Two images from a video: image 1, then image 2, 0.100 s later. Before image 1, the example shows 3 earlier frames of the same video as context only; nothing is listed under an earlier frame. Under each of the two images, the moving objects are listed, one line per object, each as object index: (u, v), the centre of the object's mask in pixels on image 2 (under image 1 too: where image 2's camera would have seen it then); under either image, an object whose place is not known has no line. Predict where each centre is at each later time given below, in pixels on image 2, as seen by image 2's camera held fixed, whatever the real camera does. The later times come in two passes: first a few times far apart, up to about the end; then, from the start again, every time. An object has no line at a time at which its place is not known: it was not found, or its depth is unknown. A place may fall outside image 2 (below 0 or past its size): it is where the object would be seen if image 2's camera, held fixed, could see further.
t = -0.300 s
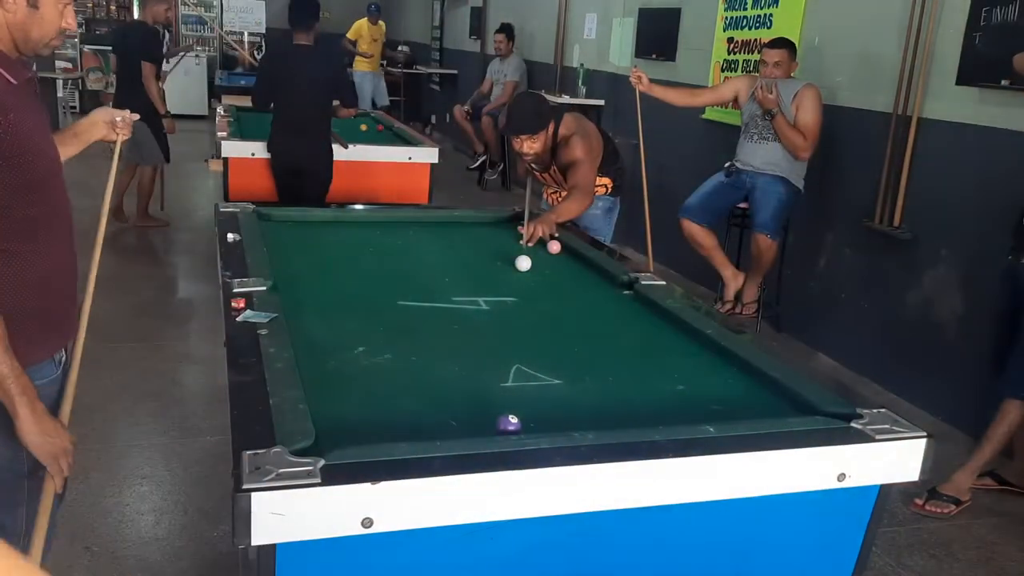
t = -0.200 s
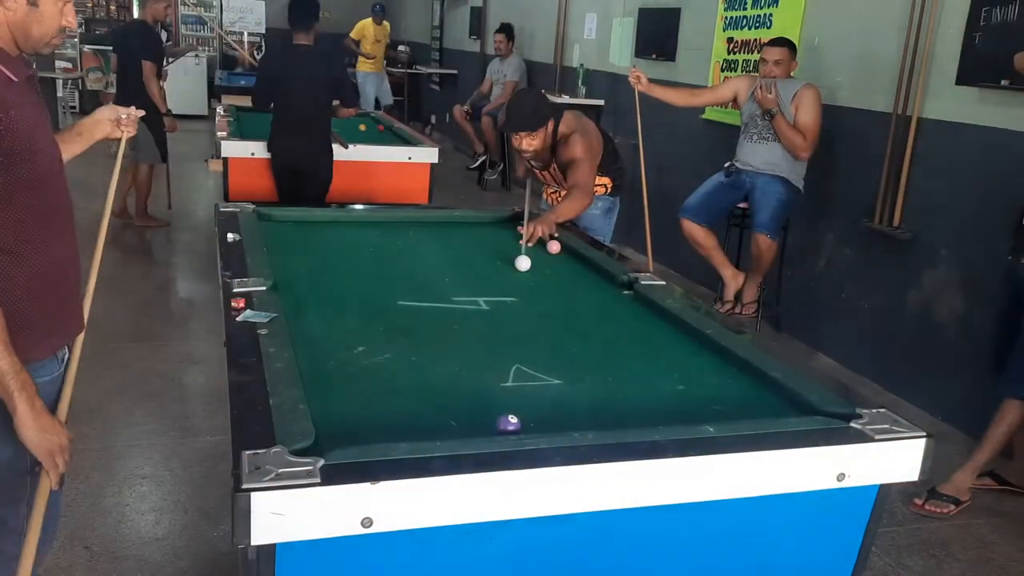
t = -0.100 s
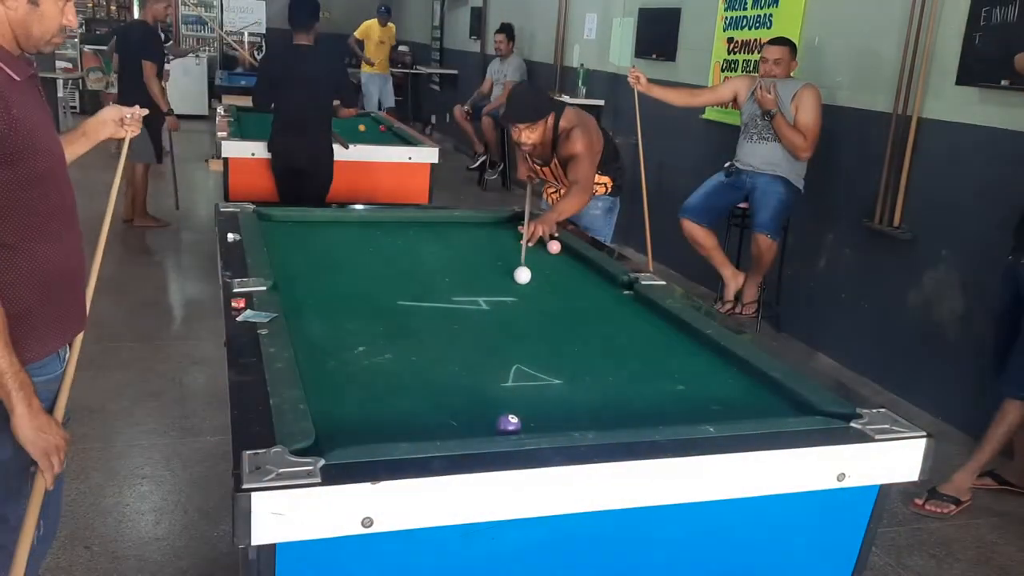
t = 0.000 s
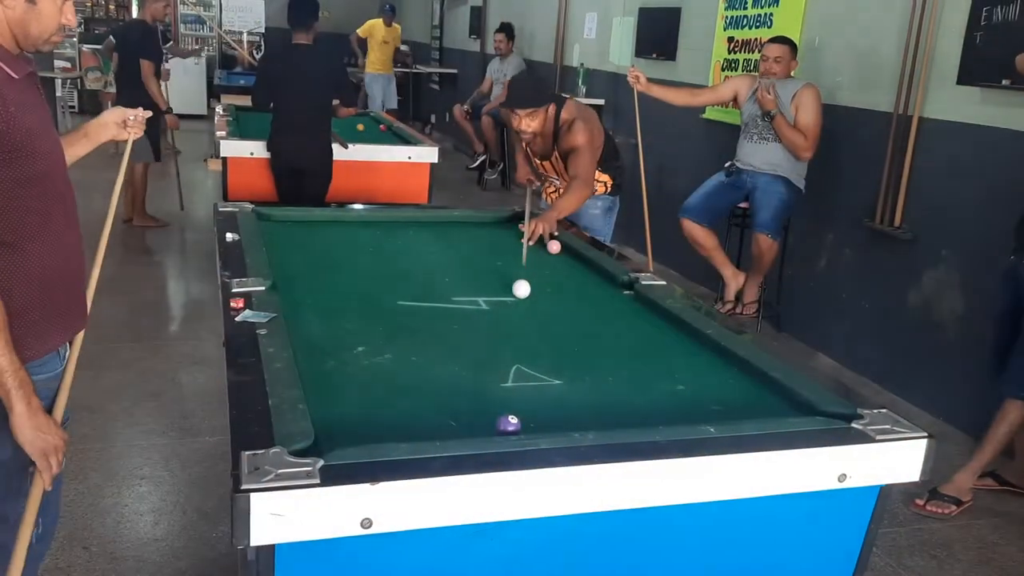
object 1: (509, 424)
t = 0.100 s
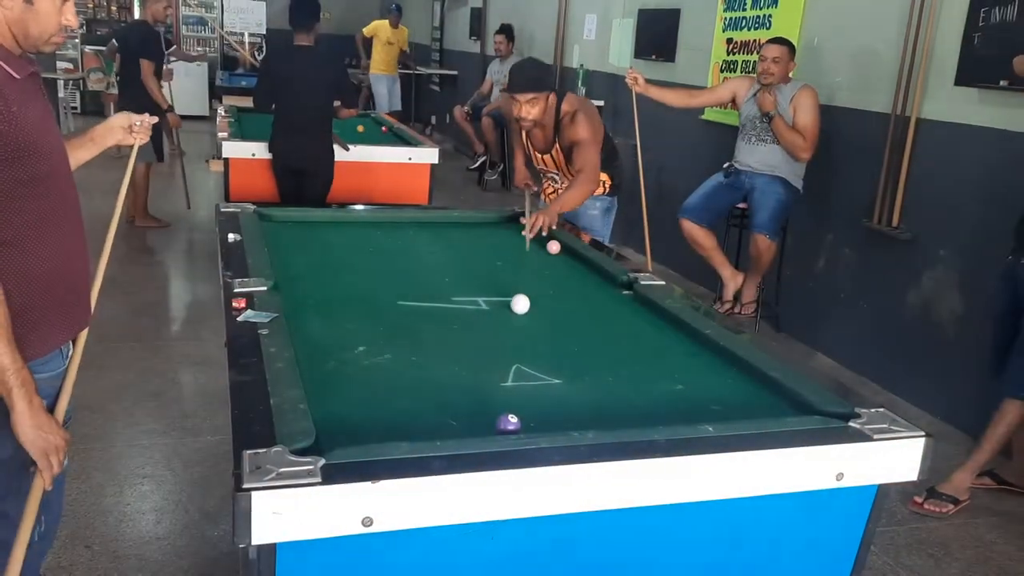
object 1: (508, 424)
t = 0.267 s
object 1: (509, 424)
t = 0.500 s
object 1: (508, 424)
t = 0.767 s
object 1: (462, 411)
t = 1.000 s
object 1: (402, 375)
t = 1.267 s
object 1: (347, 342)
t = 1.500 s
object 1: (308, 319)
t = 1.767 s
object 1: (297, 297)
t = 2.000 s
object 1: (306, 283)
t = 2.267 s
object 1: (315, 268)
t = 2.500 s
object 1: (323, 257)
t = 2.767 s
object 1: (331, 247)
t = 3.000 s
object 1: (337, 239)
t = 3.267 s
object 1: (344, 231)
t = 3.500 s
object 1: (350, 225)
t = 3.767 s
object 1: (354, 219)
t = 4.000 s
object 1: (361, 220)
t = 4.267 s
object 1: (372, 223)
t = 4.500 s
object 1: (381, 226)
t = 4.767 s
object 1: (390, 229)
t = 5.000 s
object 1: (397, 231)
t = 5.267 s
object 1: (407, 234)
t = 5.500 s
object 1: (413, 237)
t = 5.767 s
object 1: (419, 239)
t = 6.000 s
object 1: (423, 240)
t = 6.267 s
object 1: (427, 242)
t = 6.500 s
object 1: (430, 243)
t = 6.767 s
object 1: (433, 244)
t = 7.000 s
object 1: (433, 244)
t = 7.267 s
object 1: (433, 244)
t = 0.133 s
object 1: (509, 424)
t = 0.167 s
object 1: (508, 424)
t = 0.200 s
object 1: (509, 424)
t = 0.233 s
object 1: (508, 424)
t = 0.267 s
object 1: (509, 424)
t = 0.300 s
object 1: (509, 424)
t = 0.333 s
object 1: (508, 424)
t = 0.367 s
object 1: (508, 424)
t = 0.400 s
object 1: (508, 424)
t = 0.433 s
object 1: (508, 424)
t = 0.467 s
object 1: (508, 424)
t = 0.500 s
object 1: (508, 424)
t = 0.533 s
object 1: (508, 424)
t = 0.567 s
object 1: (508, 424)
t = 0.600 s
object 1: (508, 425)
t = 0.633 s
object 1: (501, 429)
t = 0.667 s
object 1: (493, 425)
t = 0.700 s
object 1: (481, 422)
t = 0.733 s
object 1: (471, 417)
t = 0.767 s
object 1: (462, 411)
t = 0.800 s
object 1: (452, 406)
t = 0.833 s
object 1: (443, 400)
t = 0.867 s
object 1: (434, 395)
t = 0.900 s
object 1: (426, 390)
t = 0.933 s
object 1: (418, 385)
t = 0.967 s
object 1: (410, 381)
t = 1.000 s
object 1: (402, 375)
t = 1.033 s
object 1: (395, 371)
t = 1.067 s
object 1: (388, 366)
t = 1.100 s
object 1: (381, 362)
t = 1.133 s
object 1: (373, 358)
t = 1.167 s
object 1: (366, 354)
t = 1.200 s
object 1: (360, 350)
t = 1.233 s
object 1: (353, 346)
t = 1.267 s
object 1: (347, 342)
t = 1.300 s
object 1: (341, 339)
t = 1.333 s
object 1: (335, 335)
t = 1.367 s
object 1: (329, 331)
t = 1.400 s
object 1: (324, 328)
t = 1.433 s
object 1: (318, 324)
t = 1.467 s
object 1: (312, 322)
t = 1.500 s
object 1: (308, 319)
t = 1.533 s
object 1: (303, 315)
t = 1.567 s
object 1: (298, 312)
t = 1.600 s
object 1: (294, 308)
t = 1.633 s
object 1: (293, 306)
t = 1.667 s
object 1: (294, 304)
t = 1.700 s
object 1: (295, 301)
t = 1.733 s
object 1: (295, 299)
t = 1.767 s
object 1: (297, 297)
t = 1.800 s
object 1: (298, 295)
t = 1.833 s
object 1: (300, 293)
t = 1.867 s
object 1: (301, 290)
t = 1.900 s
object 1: (302, 288)
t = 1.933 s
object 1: (303, 287)
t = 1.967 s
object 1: (305, 284)
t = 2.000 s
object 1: (306, 283)
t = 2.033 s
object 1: (307, 280)
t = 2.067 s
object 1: (309, 279)
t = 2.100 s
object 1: (310, 277)
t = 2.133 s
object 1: (310, 275)
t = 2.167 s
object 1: (312, 273)
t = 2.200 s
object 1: (314, 271)
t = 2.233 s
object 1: (314, 270)
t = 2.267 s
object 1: (315, 268)
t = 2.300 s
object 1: (316, 266)
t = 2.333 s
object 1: (317, 265)
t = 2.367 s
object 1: (318, 263)
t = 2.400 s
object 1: (320, 261)
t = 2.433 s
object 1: (321, 260)
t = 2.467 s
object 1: (322, 259)
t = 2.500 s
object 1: (323, 257)
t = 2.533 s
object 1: (324, 256)
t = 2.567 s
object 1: (326, 254)
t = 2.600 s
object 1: (326, 253)
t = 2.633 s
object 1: (327, 252)
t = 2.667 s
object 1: (328, 251)
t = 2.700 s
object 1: (329, 250)
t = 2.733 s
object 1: (330, 248)
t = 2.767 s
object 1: (331, 247)
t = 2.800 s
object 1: (332, 245)
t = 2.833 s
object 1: (333, 244)
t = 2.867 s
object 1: (333, 243)
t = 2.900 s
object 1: (335, 242)
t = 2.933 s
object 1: (335, 241)
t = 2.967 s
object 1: (336, 240)
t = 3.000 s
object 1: (337, 239)
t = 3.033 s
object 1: (338, 238)
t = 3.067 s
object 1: (340, 236)
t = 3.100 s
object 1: (340, 235)
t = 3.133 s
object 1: (340, 235)
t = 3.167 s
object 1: (341, 234)
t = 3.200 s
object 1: (342, 232)
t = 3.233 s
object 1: (343, 231)
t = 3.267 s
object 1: (344, 231)
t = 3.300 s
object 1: (345, 230)
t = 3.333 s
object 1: (345, 229)
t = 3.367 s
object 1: (347, 228)
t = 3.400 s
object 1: (348, 227)
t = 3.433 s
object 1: (348, 226)
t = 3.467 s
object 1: (349, 226)
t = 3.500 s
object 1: (350, 225)
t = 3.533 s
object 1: (350, 224)
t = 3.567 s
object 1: (351, 223)
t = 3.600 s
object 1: (352, 222)
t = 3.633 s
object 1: (352, 222)
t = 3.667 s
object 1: (352, 221)
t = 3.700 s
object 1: (353, 219)
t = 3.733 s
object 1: (354, 219)
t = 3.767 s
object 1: (354, 219)
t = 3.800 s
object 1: (354, 218)
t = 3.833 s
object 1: (355, 218)
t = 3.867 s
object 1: (357, 219)
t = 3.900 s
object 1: (358, 218)
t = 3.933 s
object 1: (359, 219)
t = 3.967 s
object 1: (360, 219)
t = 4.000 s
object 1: (361, 220)
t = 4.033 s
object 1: (363, 220)
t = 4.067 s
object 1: (365, 220)
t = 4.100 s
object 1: (366, 220)
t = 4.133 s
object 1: (367, 221)
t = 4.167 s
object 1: (369, 221)
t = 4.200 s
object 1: (370, 222)
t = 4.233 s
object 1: (371, 222)
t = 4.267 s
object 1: (372, 223)
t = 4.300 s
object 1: (373, 223)
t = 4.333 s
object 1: (374, 224)
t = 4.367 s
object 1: (376, 224)
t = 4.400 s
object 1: (377, 225)
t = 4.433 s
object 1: (378, 226)
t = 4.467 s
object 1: (380, 226)
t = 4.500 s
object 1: (381, 226)
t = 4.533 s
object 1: (382, 227)
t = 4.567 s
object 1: (383, 227)
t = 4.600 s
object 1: (385, 228)
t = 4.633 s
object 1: (386, 228)
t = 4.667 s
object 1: (387, 228)
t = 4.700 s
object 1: (388, 229)
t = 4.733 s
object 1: (389, 229)
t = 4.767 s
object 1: (390, 229)
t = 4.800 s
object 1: (391, 230)
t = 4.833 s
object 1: (392, 230)
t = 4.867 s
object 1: (394, 231)
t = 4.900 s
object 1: (395, 231)
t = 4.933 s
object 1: (396, 231)
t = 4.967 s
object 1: (397, 231)
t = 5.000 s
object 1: (397, 231)
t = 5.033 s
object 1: (399, 232)
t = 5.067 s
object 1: (399, 232)
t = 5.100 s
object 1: (401, 232)
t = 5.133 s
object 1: (402, 233)
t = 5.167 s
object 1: (403, 233)
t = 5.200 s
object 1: (405, 234)
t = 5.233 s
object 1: (405, 234)
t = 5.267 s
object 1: (407, 234)
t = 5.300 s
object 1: (407, 235)
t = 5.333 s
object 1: (408, 235)
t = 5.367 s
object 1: (409, 235)
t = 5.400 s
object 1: (411, 236)
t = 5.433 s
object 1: (411, 236)
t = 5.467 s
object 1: (412, 236)
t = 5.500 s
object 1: (413, 237)
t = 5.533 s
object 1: (413, 237)
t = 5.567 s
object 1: (414, 237)
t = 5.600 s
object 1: (415, 237)
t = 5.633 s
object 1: (416, 237)
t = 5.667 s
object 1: (416, 238)
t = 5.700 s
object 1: (417, 238)
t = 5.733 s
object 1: (418, 238)
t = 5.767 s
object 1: (419, 239)
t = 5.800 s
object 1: (420, 238)
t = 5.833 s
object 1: (420, 239)
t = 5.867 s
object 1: (421, 239)
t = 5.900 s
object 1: (422, 239)
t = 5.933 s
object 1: (422, 239)
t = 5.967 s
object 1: (423, 240)
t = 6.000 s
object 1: (423, 240)
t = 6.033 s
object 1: (423, 240)
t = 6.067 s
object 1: (424, 240)
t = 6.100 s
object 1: (424, 241)
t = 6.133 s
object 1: (425, 241)
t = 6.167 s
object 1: (425, 241)
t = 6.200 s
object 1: (426, 241)
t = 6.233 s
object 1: (426, 242)
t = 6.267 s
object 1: (427, 242)
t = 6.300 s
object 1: (427, 242)
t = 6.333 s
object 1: (427, 242)
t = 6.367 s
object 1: (428, 242)
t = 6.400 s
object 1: (429, 242)
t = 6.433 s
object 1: (429, 242)
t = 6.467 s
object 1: (429, 243)
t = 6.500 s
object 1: (430, 243)
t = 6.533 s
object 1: (430, 243)
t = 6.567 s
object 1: (430, 243)
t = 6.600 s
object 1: (430, 243)
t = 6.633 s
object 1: (431, 243)
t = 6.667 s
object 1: (432, 244)
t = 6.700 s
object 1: (432, 244)
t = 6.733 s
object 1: (432, 244)
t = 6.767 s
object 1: (433, 244)
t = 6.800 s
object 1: (433, 244)
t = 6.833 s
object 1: (433, 244)
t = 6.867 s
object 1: (433, 244)
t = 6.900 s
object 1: (433, 244)
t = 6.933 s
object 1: (433, 244)
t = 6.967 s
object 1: (433, 244)
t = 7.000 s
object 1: (433, 244)
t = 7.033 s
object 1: (433, 244)
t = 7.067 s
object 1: (433, 244)
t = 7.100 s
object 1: (433, 244)
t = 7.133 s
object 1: (433, 244)
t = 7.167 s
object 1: (433, 244)
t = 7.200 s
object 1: (433, 244)
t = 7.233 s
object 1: (433, 244)
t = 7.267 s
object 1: (433, 244)
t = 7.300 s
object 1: (433, 244)
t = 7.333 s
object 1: (433, 244)
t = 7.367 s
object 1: (433, 244)
